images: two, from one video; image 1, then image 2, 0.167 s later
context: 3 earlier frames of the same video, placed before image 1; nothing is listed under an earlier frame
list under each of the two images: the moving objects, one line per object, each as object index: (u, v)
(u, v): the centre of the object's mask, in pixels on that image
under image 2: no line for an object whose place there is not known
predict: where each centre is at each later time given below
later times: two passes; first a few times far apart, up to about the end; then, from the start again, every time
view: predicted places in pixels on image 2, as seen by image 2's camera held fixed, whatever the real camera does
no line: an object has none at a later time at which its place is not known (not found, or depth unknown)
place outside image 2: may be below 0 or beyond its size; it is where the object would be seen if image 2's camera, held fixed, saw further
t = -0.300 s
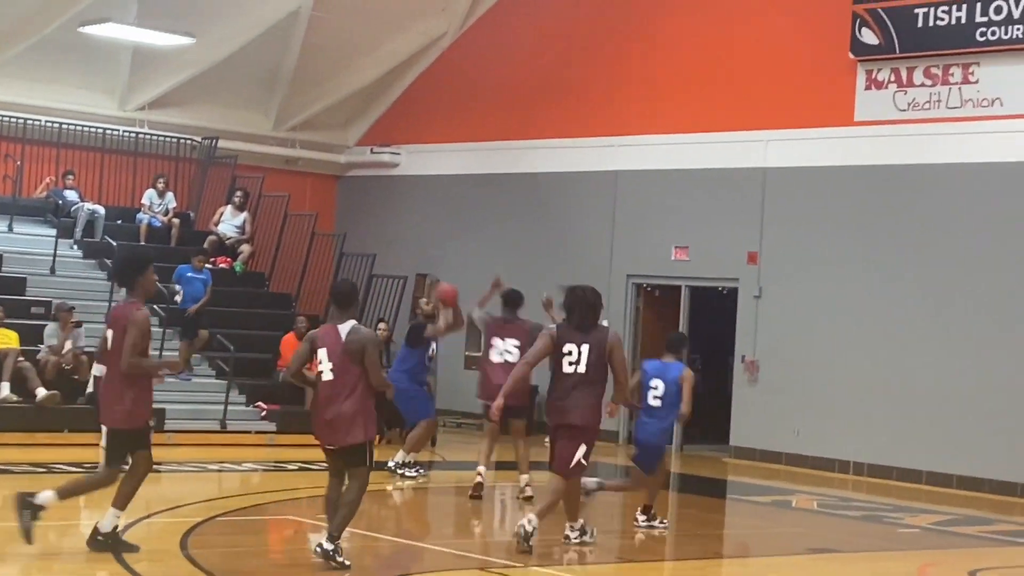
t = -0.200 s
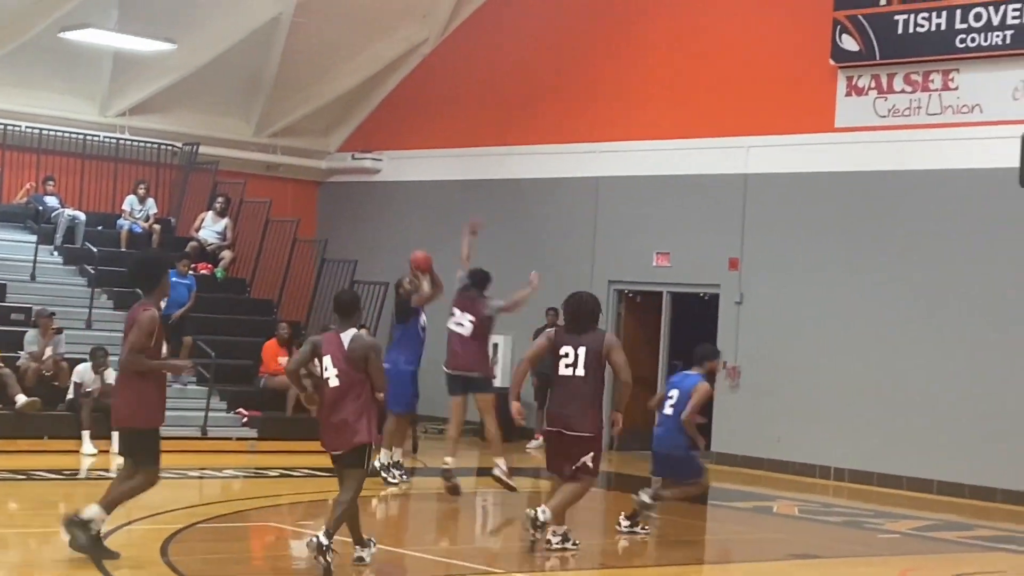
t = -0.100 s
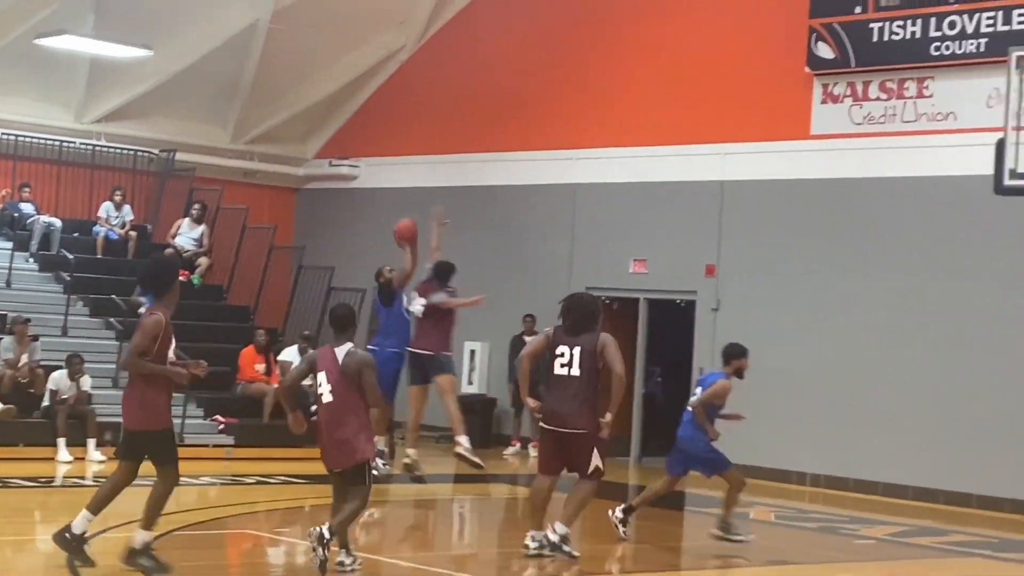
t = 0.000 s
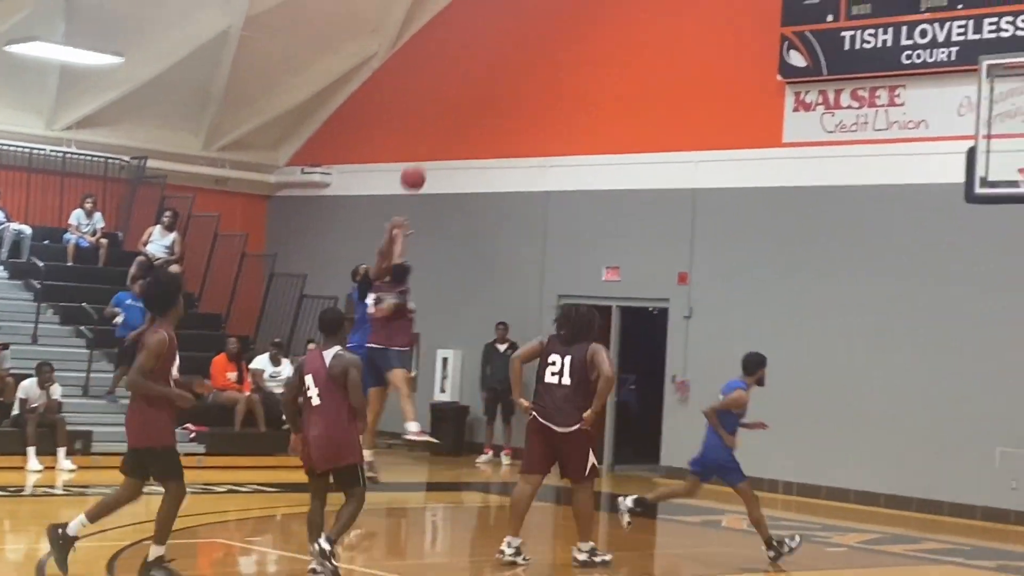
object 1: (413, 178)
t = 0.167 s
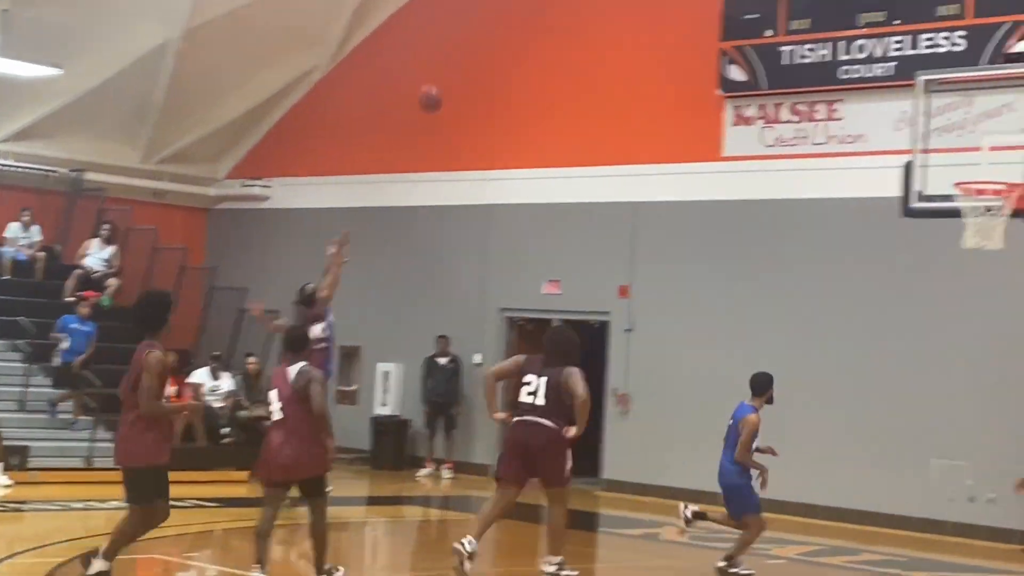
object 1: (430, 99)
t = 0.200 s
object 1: (445, 83)
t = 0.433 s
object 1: (556, 4)
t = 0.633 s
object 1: (657, -20)
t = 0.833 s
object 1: (764, 3)
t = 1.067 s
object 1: (900, 100)
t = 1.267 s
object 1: (1001, 233)
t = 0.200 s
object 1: (445, 83)
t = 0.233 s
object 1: (461, 69)
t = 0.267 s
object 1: (476, 55)
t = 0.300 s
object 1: (491, 43)
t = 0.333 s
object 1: (508, 31)
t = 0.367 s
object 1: (524, 21)
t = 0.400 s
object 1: (540, 12)
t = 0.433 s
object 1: (556, 4)
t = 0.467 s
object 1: (573, -3)
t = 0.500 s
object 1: (589, -9)
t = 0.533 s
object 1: (605, -13)
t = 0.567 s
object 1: (623, -17)
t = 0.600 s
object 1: (640, -19)
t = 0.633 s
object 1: (657, -20)
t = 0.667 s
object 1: (674, -19)
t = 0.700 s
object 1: (692, -17)
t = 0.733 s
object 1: (711, -14)
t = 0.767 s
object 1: (729, -10)
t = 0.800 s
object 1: (746, -3)
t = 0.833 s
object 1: (764, 3)
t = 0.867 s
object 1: (783, 12)
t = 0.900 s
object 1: (802, 22)
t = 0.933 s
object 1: (821, 34)
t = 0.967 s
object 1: (841, 50)
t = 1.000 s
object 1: (860, 65)
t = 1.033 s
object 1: (880, 83)
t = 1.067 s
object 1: (900, 100)
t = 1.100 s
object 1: (920, 123)
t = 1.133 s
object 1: (941, 146)
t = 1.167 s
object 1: (962, 170)
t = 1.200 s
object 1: (975, 190)
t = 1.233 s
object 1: (987, 210)
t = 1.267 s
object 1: (1001, 233)
